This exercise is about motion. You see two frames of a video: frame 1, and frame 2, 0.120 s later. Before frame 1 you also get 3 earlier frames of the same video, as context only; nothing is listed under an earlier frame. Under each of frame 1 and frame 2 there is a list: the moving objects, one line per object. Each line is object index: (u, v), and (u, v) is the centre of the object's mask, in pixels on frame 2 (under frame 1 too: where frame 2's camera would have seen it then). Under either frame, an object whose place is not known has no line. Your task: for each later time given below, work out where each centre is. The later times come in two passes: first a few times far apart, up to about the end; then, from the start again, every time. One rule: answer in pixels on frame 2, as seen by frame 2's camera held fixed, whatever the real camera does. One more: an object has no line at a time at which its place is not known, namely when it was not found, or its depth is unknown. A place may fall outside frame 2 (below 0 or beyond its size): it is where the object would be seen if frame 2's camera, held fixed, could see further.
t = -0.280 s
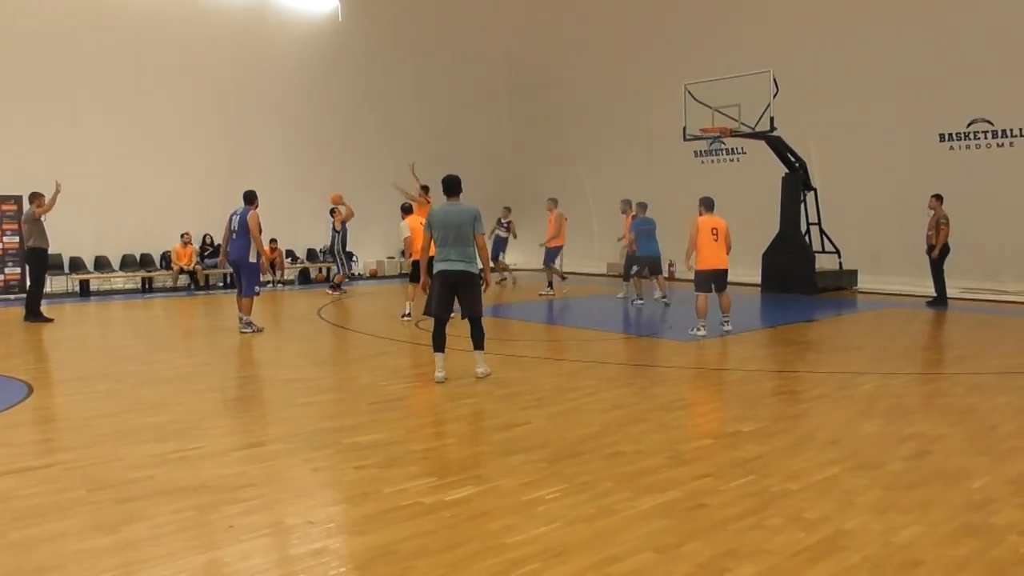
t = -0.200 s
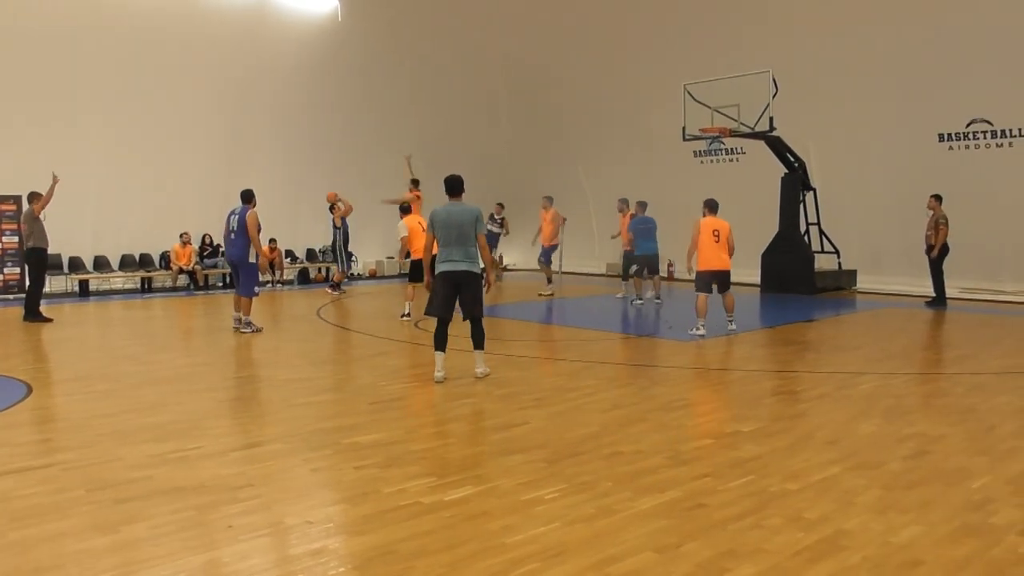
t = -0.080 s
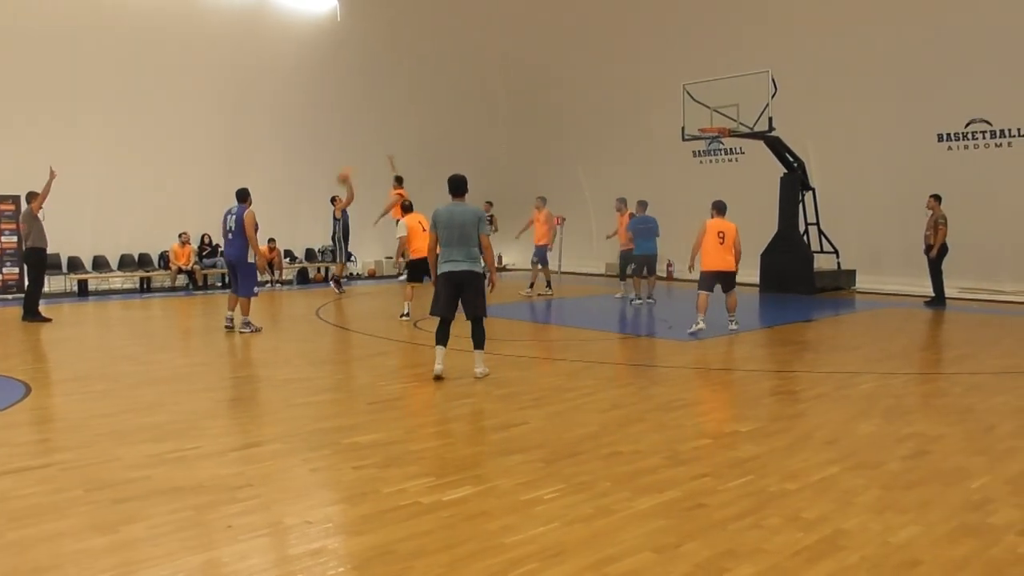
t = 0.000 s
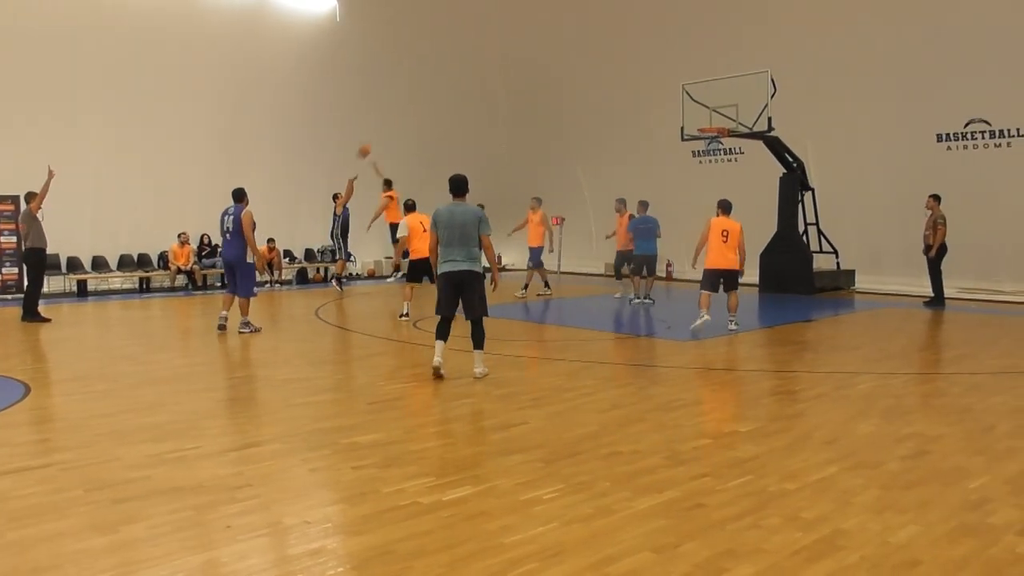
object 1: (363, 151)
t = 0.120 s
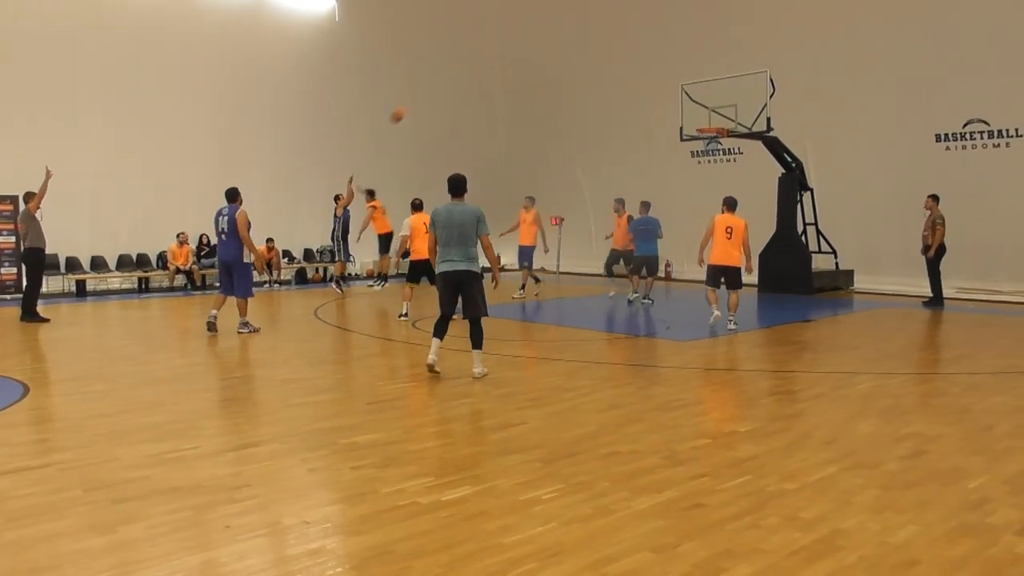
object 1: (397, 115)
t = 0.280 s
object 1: (445, 78)
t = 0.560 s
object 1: (532, 45)
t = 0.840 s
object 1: (623, 53)
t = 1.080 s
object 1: (702, 95)
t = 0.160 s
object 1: (410, 104)
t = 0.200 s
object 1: (421, 95)
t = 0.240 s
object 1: (433, 86)
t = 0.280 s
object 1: (445, 78)
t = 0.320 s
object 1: (458, 71)
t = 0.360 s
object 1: (470, 64)
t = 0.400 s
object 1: (482, 59)
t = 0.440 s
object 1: (494, 54)
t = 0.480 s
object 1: (507, 50)
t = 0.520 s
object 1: (519, 47)
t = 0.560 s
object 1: (532, 45)
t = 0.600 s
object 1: (545, 43)
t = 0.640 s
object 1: (558, 43)
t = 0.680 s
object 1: (571, 43)
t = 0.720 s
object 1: (583, 44)
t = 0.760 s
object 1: (597, 46)
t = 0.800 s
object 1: (610, 49)
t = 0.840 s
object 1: (623, 53)
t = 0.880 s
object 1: (635, 57)
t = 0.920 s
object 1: (649, 63)
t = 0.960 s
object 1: (662, 70)
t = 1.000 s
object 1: (675, 77)
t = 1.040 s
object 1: (689, 87)
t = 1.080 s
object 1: (702, 95)
